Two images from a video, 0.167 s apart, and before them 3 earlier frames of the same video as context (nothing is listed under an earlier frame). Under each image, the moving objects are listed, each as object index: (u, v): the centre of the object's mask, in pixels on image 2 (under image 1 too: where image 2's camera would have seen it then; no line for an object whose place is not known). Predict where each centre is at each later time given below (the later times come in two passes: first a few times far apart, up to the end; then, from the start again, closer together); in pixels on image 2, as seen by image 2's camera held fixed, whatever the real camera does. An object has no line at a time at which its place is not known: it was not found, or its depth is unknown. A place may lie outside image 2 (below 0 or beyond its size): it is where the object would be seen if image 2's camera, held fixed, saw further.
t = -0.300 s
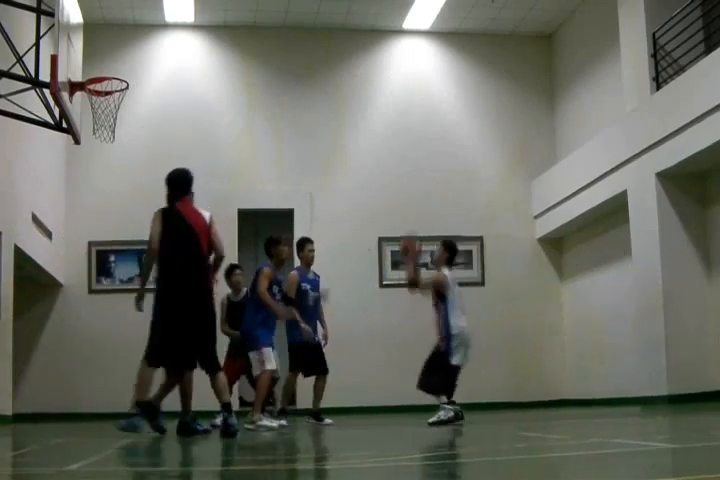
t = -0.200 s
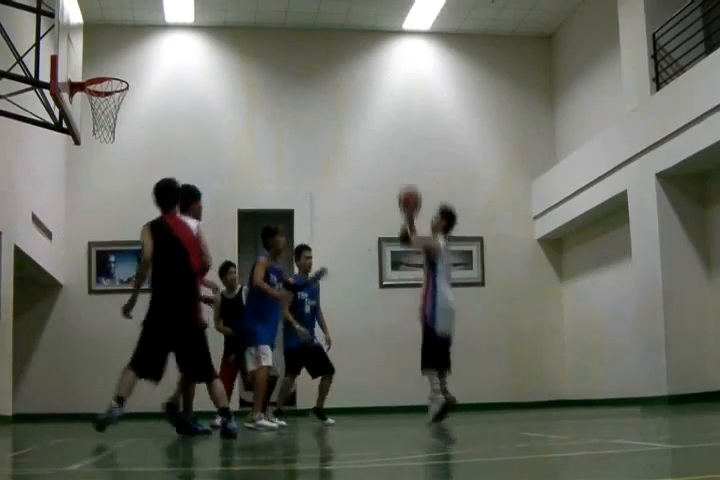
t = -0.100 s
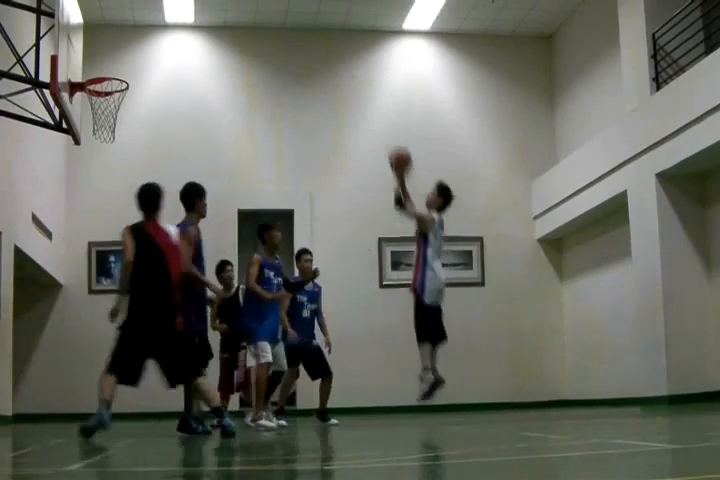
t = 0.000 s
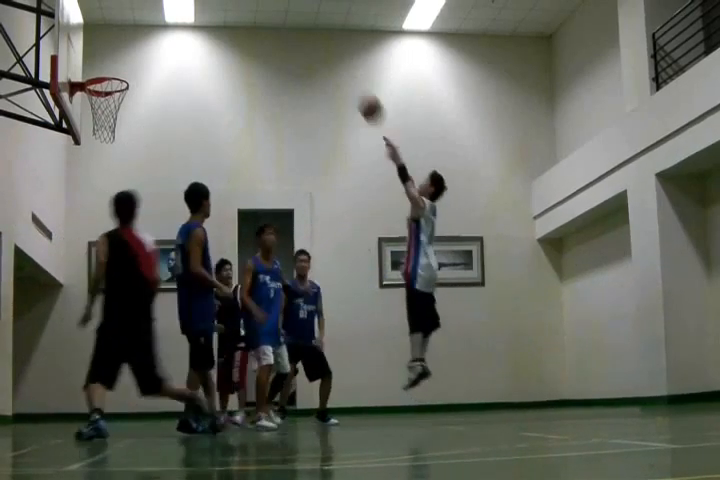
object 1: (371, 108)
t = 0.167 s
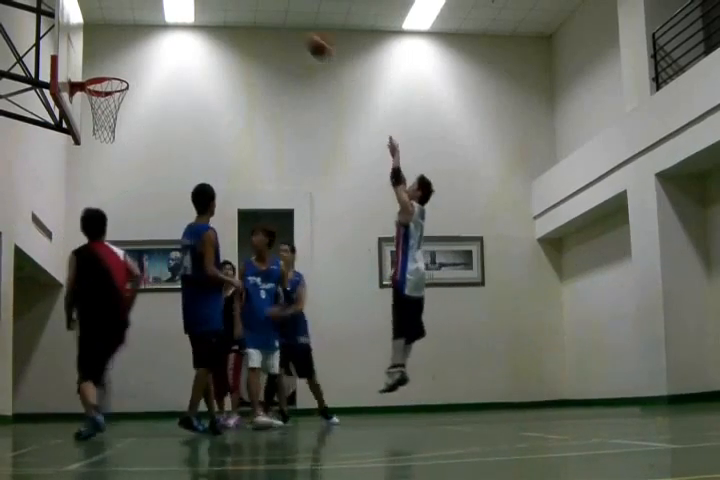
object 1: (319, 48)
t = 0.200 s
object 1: (307, 37)
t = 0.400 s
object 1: (249, 8)
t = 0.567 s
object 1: (202, 14)
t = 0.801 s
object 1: (135, 72)
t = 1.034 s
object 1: (193, 97)
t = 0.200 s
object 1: (307, 37)
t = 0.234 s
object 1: (298, 28)
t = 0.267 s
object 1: (289, 22)
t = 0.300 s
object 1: (279, 16)
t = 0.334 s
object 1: (269, 12)
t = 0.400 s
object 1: (249, 8)
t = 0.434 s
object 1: (240, 8)
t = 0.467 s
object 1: (231, 8)
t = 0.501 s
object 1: (220, 9)
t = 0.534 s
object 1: (211, 11)
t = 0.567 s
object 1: (202, 14)
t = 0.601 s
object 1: (192, 20)
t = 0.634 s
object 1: (183, 26)
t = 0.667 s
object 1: (173, 33)
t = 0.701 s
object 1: (163, 41)
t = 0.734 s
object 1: (154, 51)
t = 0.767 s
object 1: (144, 61)
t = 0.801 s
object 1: (135, 72)
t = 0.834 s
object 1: (138, 76)
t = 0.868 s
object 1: (146, 77)
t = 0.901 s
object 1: (155, 78)
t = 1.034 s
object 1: (193, 97)
